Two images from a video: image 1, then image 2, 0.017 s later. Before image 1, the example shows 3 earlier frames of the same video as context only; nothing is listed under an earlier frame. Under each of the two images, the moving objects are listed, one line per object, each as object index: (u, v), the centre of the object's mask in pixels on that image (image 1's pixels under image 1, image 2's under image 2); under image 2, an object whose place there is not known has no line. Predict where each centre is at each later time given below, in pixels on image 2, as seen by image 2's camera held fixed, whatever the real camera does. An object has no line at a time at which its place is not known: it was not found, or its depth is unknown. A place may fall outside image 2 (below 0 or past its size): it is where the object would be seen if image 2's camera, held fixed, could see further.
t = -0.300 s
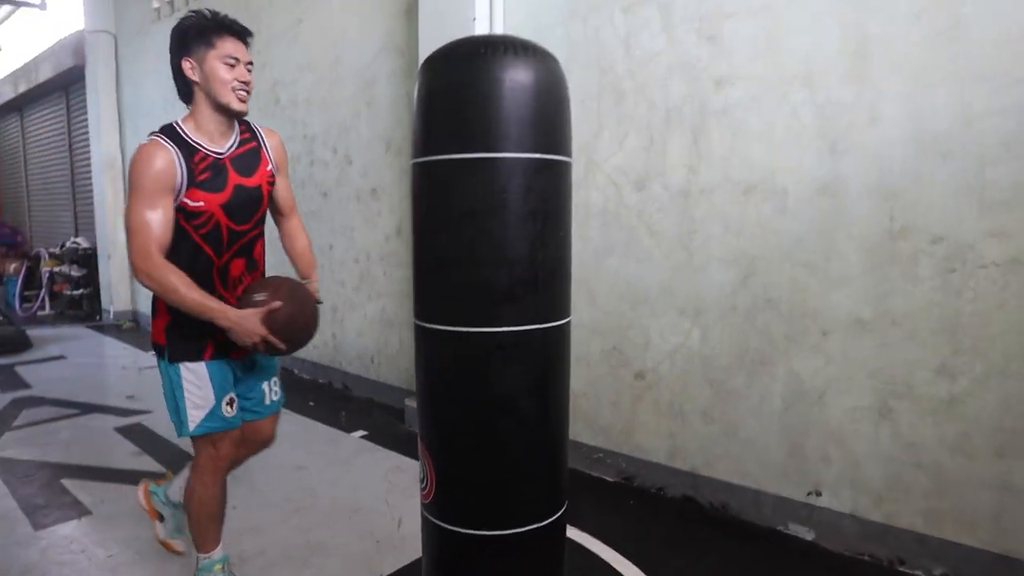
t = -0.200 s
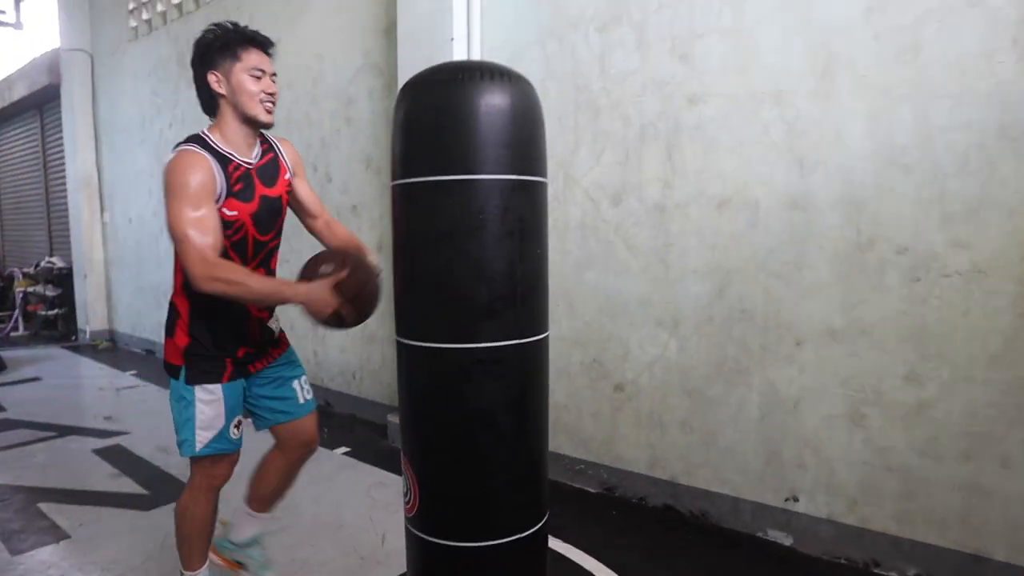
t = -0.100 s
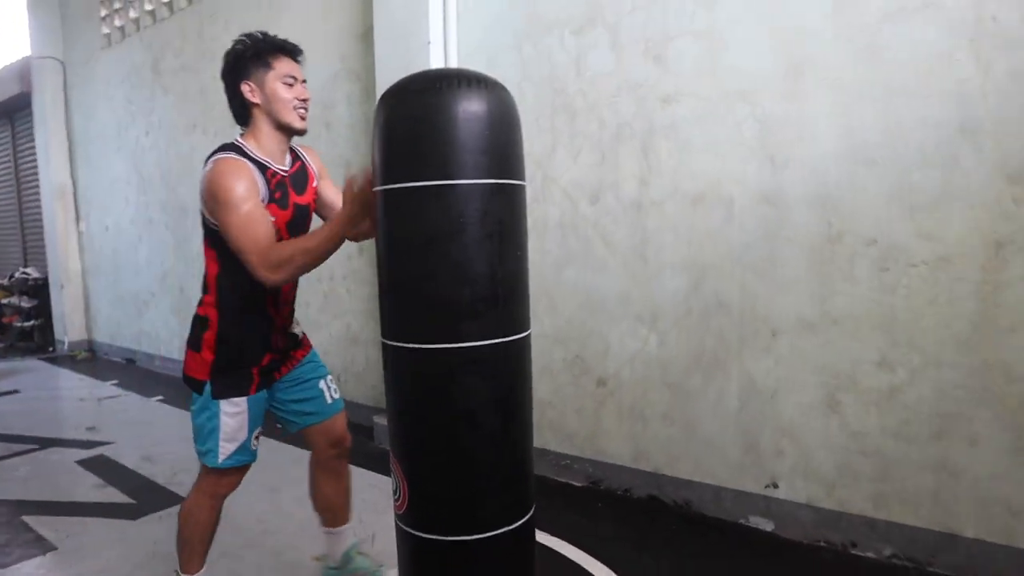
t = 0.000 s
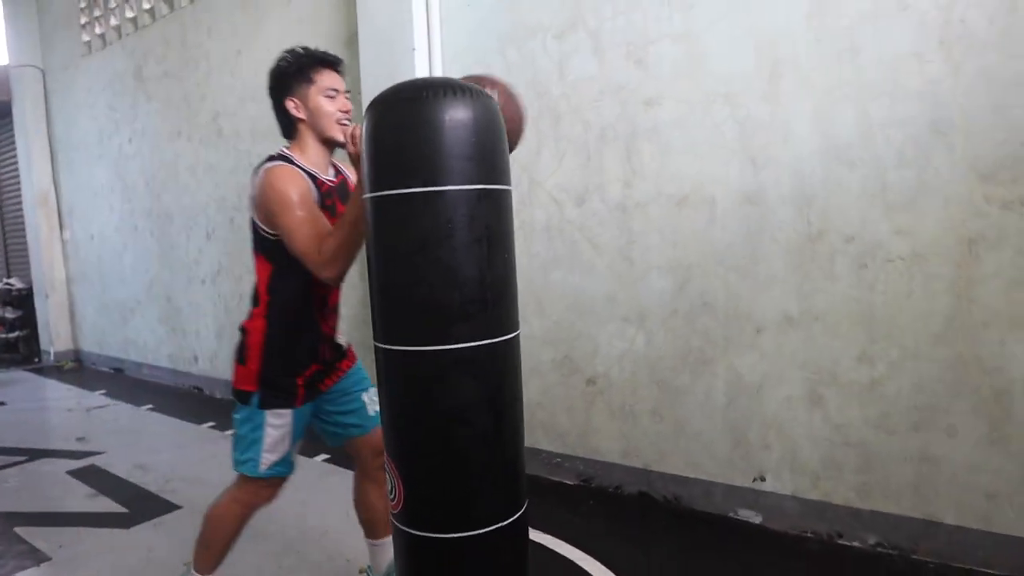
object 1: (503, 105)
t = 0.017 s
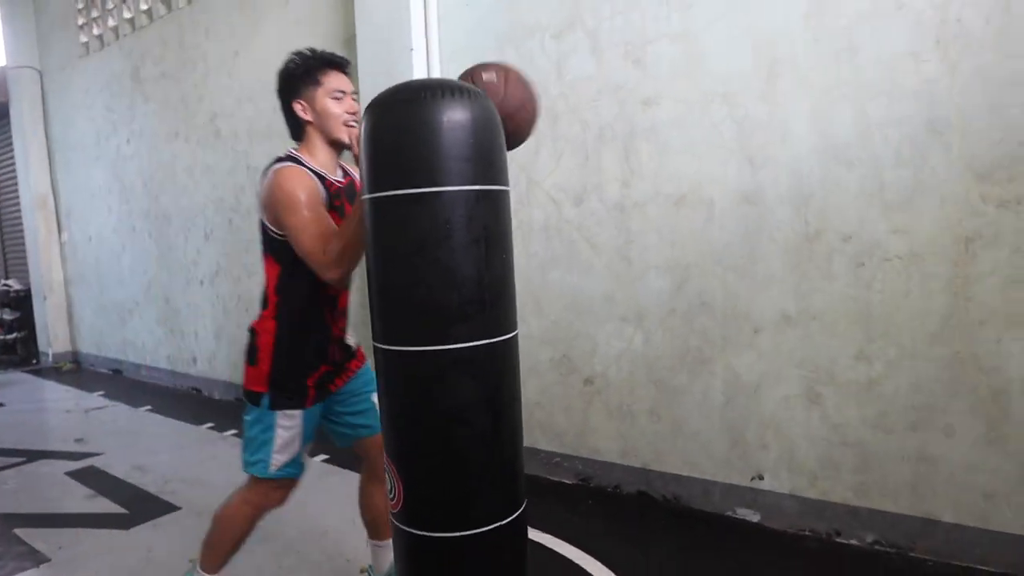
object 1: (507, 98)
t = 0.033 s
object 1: (516, 91)
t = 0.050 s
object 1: (527, 83)
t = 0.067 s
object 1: (544, 73)
